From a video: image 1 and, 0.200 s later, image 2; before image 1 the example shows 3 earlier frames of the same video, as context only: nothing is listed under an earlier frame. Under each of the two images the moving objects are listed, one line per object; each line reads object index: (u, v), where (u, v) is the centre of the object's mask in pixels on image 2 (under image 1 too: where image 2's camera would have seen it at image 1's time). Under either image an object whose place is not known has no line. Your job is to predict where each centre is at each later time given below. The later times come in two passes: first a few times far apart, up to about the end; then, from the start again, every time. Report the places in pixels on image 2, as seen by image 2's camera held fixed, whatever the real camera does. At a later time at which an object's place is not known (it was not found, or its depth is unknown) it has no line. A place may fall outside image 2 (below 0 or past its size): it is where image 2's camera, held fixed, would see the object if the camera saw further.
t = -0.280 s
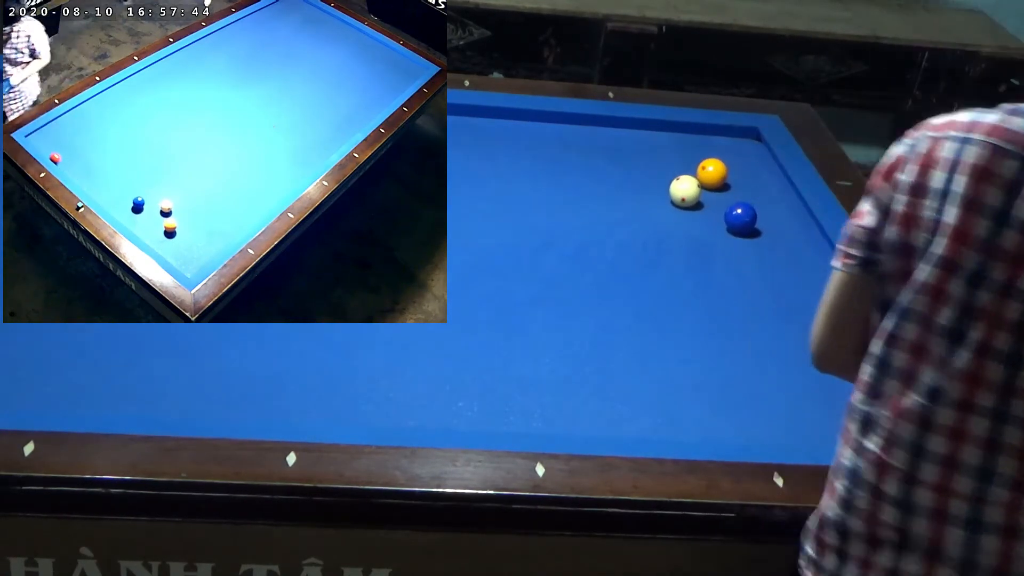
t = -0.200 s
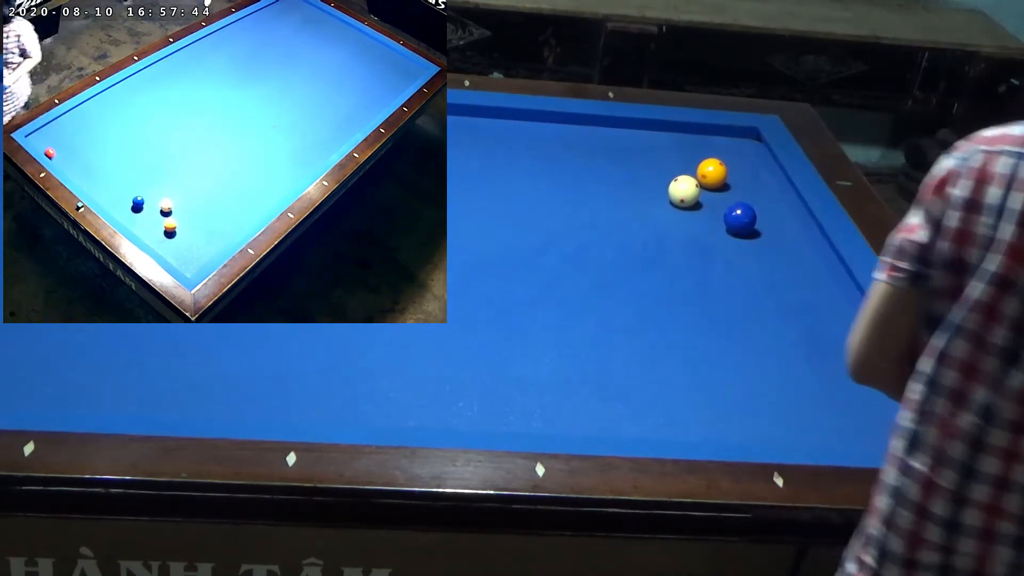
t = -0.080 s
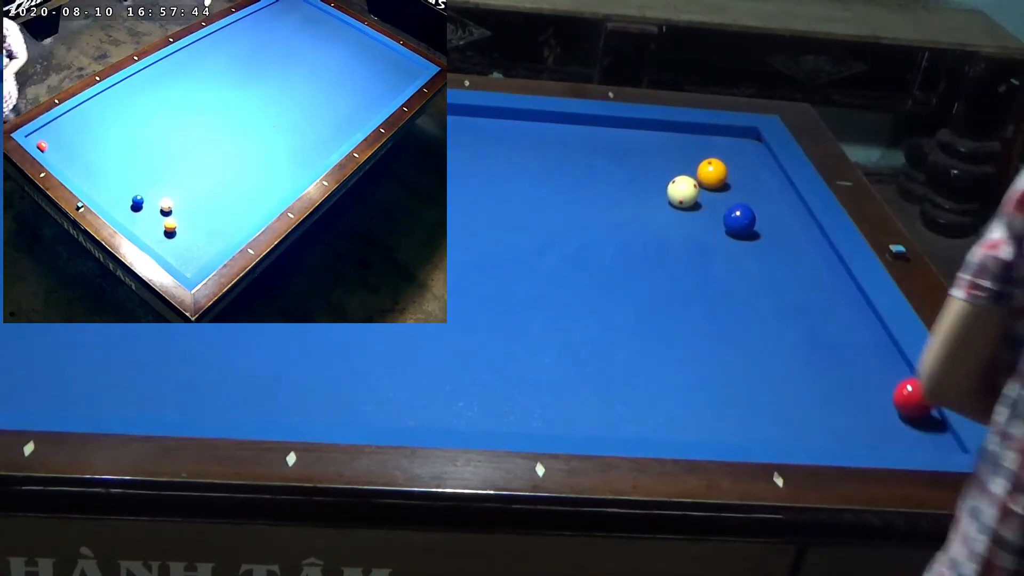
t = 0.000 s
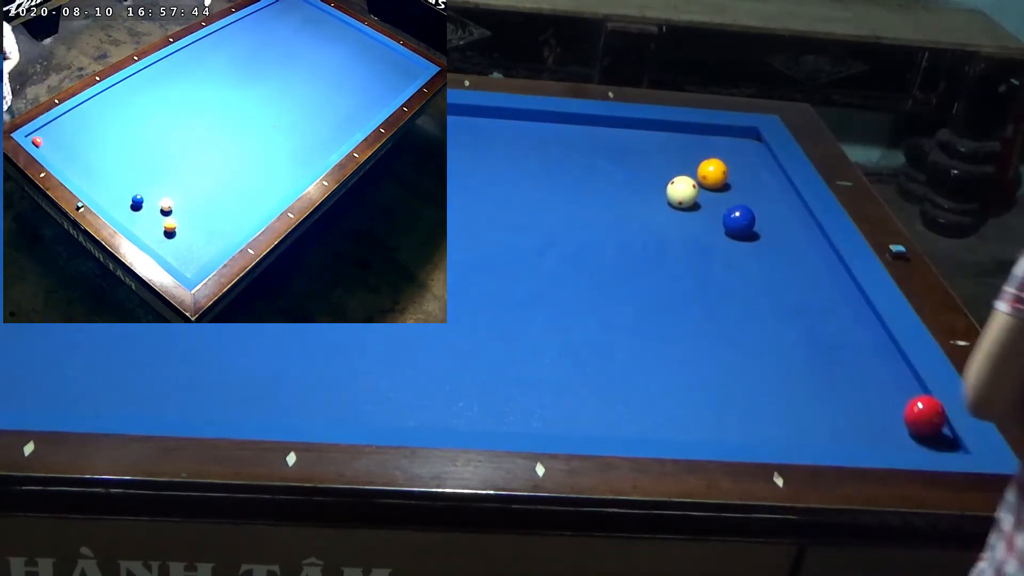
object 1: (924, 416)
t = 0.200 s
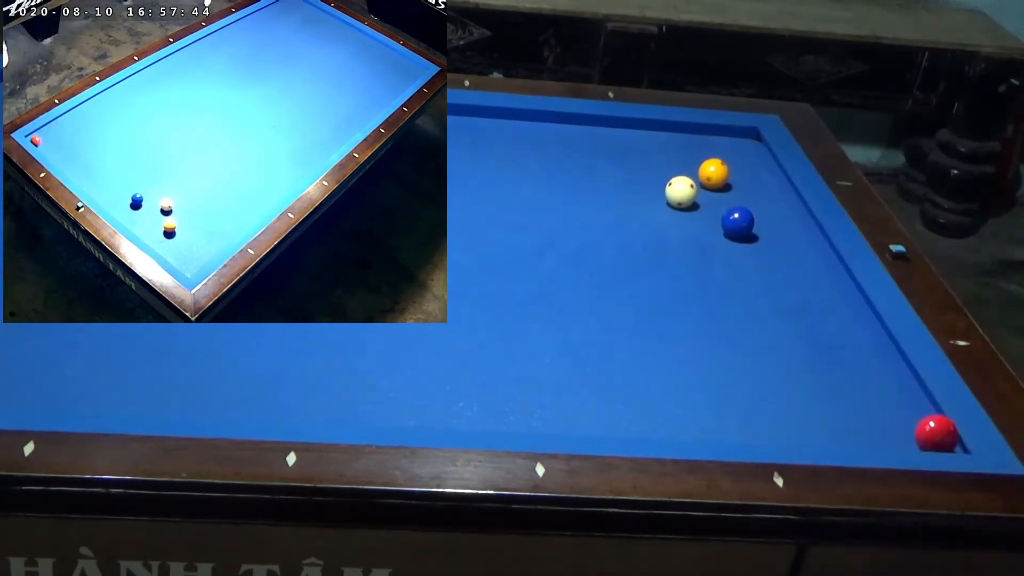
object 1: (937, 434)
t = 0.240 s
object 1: (933, 430)
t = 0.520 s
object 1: (912, 395)
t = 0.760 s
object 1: (894, 368)
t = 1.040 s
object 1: (876, 339)
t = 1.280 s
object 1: (862, 317)
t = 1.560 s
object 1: (847, 293)
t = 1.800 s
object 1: (836, 274)
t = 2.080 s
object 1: (823, 255)
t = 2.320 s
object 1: (813, 240)
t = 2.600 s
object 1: (801, 224)
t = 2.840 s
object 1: (792, 211)
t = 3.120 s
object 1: (782, 197)
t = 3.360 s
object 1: (775, 186)
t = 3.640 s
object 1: (769, 175)
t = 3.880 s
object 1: (764, 166)
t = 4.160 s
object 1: (759, 157)
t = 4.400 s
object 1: (757, 150)
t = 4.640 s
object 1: (752, 143)
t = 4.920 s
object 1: (747, 136)
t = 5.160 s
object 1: (746, 135)
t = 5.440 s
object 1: (749, 138)
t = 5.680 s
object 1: (752, 140)
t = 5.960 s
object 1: (751, 142)
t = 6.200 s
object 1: (752, 143)
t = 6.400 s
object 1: (753, 144)
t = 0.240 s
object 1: (933, 430)
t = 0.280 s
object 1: (930, 425)
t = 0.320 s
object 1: (926, 420)
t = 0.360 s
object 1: (924, 415)
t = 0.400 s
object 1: (920, 410)
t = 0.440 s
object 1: (917, 404)
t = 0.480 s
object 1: (914, 400)
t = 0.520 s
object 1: (912, 395)
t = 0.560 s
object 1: (909, 391)
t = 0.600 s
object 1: (905, 386)
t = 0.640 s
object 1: (903, 381)
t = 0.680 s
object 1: (900, 377)
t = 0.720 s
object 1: (897, 373)
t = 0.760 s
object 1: (894, 368)
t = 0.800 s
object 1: (891, 364)
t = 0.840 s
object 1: (889, 359)
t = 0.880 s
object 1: (886, 355)
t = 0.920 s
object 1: (884, 351)
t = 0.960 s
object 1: (881, 347)
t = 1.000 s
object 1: (879, 343)
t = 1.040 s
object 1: (876, 339)
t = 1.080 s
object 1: (874, 335)
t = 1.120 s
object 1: (871, 332)
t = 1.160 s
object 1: (869, 327)
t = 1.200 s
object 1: (867, 324)
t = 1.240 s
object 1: (865, 320)
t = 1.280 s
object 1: (862, 317)
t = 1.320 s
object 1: (860, 313)
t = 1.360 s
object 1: (857, 310)
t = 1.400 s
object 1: (855, 306)
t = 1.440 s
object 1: (853, 303)
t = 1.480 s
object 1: (851, 299)
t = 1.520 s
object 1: (849, 296)
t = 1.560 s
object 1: (847, 293)
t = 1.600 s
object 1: (845, 290)
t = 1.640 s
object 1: (843, 286)
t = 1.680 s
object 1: (841, 283)
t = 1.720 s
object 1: (839, 280)
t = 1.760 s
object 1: (837, 278)
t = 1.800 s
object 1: (836, 274)
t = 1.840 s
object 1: (834, 272)
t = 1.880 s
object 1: (832, 269)
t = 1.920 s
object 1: (830, 266)
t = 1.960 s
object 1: (829, 263)
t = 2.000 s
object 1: (827, 260)
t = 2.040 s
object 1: (825, 258)
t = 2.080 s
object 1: (823, 255)
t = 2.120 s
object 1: (821, 252)
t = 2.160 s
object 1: (820, 250)
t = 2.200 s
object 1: (818, 247)
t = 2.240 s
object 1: (816, 245)
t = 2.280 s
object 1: (814, 242)
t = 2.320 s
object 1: (813, 240)
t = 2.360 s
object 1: (811, 238)
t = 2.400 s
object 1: (809, 235)
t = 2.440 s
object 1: (807, 233)
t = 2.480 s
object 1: (806, 231)
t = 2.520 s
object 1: (804, 228)
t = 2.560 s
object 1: (802, 226)
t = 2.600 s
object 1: (801, 224)
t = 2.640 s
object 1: (799, 222)
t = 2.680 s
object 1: (798, 219)
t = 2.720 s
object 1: (796, 217)
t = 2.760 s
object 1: (795, 215)
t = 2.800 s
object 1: (793, 213)
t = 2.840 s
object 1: (792, 211)
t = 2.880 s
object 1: (790, 209)
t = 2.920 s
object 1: (789, 207)
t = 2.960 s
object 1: (787, 205)
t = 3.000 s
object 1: (786, 203)
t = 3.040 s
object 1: (785, 201)
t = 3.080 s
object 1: (783, 199)
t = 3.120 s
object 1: (782, 197)
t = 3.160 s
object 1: (781, 195)
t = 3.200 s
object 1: (780, 193)
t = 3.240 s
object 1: (779, 191)
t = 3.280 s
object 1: (777, 190)
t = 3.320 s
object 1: (776, 188)
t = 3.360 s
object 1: (775, 186)
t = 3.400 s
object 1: (774, 185)
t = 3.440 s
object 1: (773, 183)
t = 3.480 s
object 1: (772, 181)
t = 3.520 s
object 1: (771, 180)
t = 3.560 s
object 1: (770, 178)
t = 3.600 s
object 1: (769, 176)
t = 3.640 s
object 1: (769, 175)
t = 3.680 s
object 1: (768, 173)
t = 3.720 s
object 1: (767, 172)
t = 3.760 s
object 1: (766, 170)
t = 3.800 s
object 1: (765, 169)
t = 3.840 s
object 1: (765, 167)
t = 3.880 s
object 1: (764, 166)
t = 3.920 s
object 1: (763, 165)
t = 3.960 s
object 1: (762, 163)
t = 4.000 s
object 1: (762, 162)
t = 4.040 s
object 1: (761, 161)
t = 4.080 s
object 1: (761, 159)
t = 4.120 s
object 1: (760, 158)
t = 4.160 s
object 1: (759, 157)
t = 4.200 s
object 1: (759, 155)
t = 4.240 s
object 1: (758, 154)
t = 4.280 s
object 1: (758, 153)
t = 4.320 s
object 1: (758, 152)
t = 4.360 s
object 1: (757, 150)
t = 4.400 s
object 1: (757, 150)
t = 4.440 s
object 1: (757, 148)
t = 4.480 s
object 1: (756, 147)
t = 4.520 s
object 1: (755, 146)
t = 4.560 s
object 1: (754, 145)
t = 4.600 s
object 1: (753, 144)
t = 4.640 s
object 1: (752, 143)
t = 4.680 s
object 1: (752, 142)
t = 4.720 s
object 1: (751, 141)
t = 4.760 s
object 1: (750, 140)
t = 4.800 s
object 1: (749, 139)
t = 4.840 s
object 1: (748, 138)
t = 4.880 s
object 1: (748, 137)
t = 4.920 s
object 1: (747, 136)
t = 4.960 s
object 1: (747, 136)
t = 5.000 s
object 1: (746, 134)
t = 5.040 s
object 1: (745, 134)
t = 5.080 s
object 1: (745, 134)
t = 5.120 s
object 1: (745, 134)
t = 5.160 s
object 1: (746, 135)
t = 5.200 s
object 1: (747, 136)
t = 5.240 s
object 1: (747, 136)
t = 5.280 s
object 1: (747, 137)
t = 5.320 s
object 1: (748, 137)
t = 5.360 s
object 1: (748, 137)
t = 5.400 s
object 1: (749, 138)
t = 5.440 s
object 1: (749, 138)
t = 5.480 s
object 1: (750, 138)
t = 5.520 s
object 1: (750, 139)
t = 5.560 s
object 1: (751, 139)
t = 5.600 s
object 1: (751, 140)
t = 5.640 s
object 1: (752, 140)
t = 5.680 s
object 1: (752, 140)
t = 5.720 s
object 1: (752, 141)
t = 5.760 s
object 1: (752, 141)
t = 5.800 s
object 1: (752, 141)
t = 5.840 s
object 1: (751, 141)
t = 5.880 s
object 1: (751, 142)
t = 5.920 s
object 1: (751, 142)
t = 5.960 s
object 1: (751, 142)
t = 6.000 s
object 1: (751, 142)
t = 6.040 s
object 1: (752, 142)
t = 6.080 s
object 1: (752, 143)
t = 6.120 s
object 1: (752, 143)
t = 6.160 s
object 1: (752, 143)
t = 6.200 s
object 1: (752, 143)
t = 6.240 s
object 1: (753, 143)
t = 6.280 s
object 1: (753, 143)
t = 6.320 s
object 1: (753, 144)
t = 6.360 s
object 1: (753, 144)
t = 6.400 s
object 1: (753, 144)
